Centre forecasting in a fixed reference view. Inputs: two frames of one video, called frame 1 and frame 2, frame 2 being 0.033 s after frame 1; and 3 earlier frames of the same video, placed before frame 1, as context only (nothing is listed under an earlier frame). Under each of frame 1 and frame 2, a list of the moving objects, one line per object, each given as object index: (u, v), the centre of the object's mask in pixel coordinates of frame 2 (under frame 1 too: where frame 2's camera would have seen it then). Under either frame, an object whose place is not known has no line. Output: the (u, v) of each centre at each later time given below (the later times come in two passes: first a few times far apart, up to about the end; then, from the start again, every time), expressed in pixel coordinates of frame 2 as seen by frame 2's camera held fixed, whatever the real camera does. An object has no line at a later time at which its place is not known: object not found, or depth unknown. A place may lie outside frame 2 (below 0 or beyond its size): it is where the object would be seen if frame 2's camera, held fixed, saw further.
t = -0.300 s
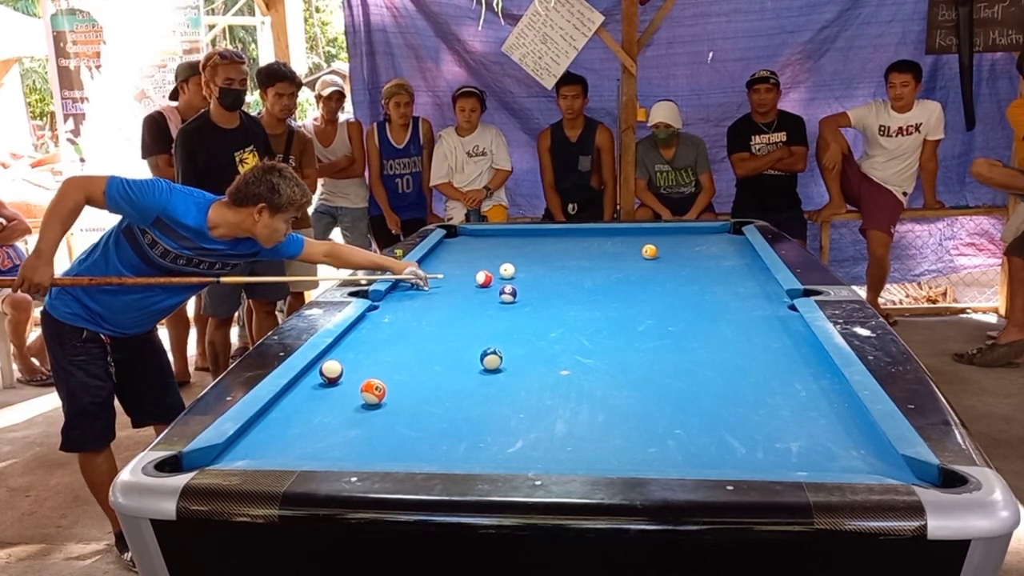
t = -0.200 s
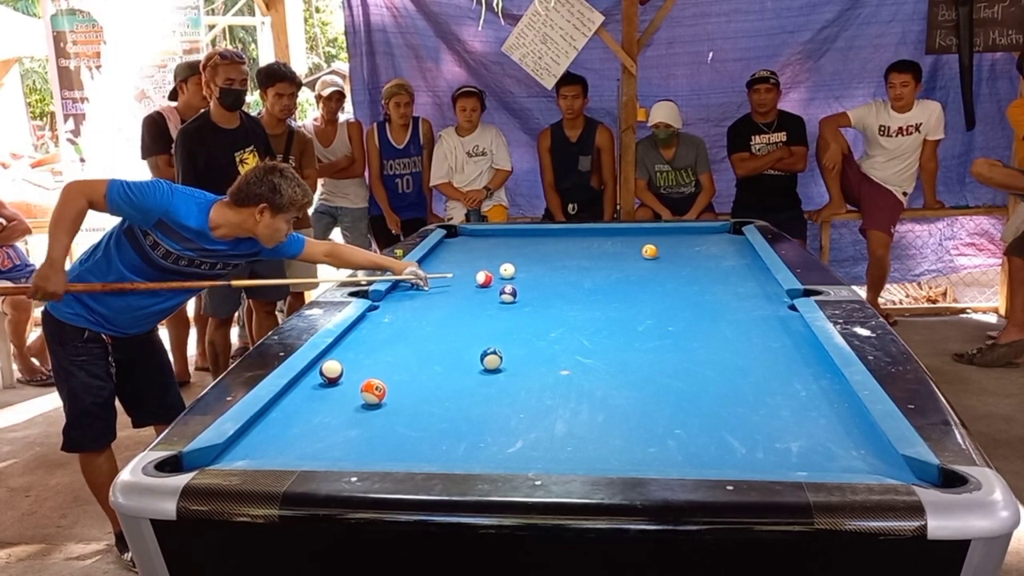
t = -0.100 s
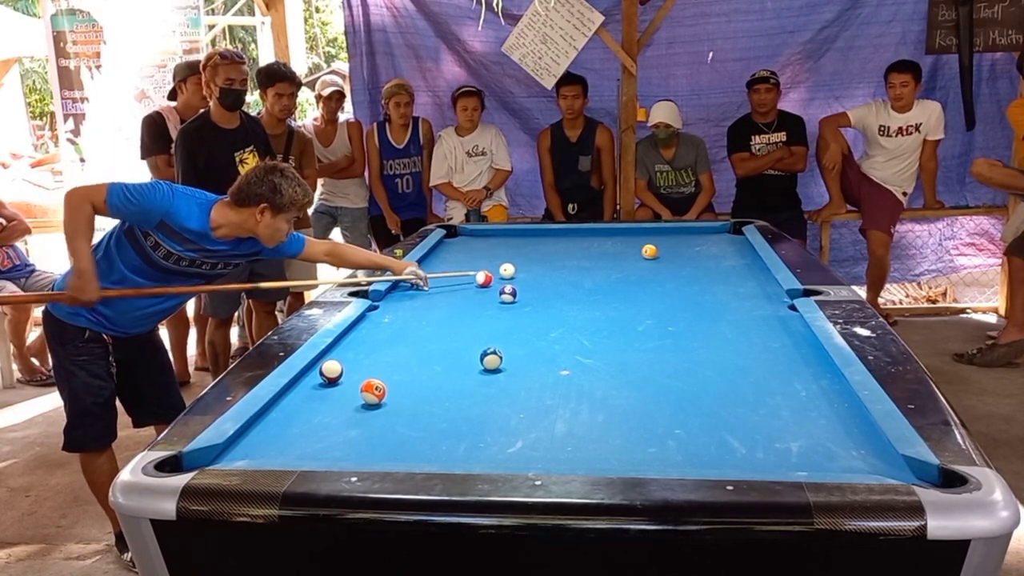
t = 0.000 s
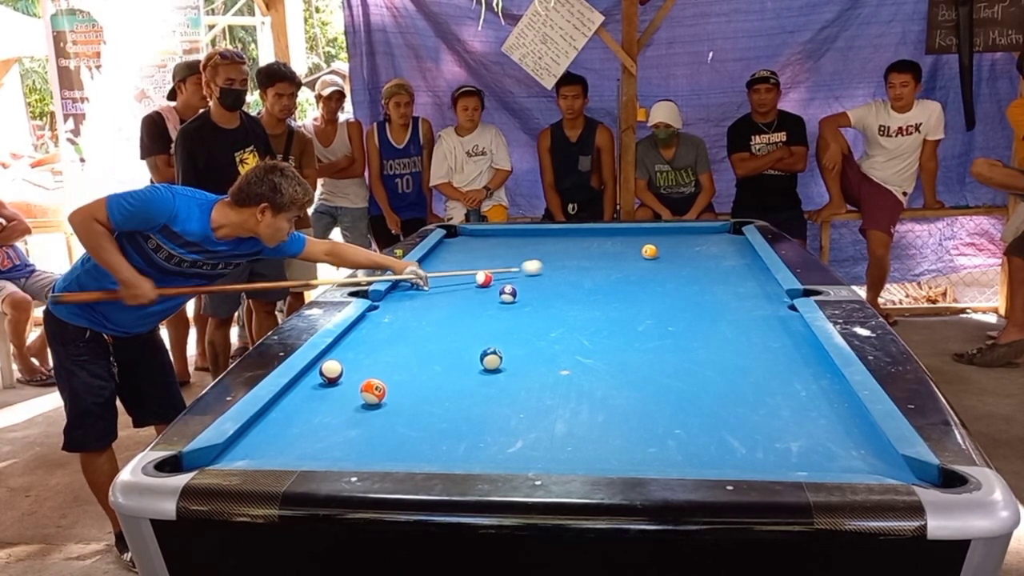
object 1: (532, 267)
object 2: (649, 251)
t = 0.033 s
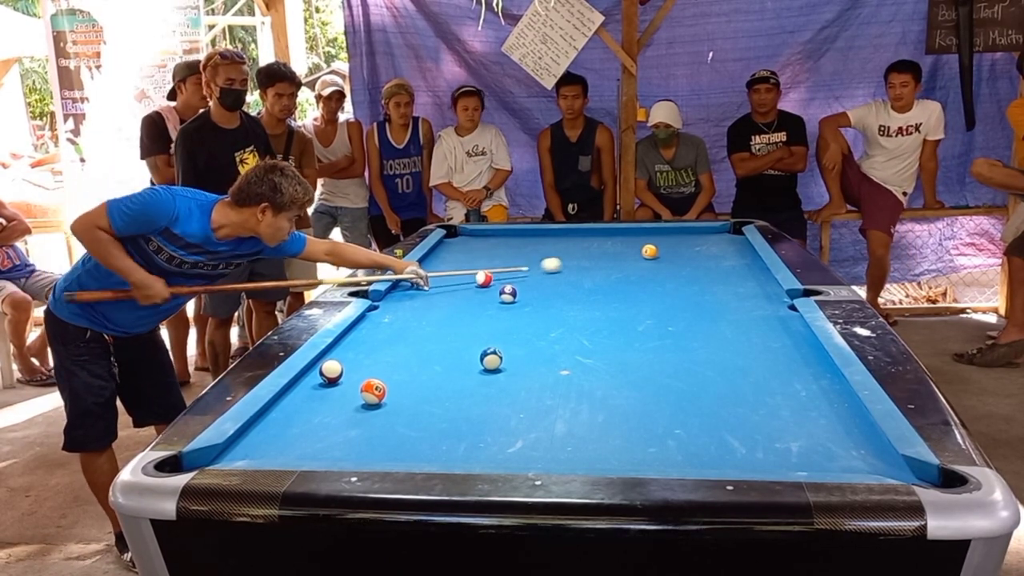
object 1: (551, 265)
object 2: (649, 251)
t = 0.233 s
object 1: (643, 254)
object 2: (655, 249)
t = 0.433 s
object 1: (685, 256)
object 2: (694, 239)
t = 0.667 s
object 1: (740, 257)
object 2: (728, 229)
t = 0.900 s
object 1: (732, 261)
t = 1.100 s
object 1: (712, 265)
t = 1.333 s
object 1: (687, 270)
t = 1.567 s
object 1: (663, 275)
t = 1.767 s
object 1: (642, 279)
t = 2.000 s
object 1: (619, 284)
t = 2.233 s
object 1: (595, 289)
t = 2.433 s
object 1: (575, 293)
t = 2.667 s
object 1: (552, 298)
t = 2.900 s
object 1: (530, 302)
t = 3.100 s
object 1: (512, 306)
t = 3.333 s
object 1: (490, 310)
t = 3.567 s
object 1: (470, 315)
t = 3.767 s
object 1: (453, 318)
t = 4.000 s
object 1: (434, 322)
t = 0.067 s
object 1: (569, 263)
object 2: (650, 251)
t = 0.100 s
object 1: (587, 260)
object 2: (650, 251)
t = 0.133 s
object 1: (603, 258)
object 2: (649, 251)
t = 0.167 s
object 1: (619, 256)
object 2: (650, 251)
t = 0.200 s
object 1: (633, 255)
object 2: (649, 251)
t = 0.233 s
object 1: (643, 254)
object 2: (655, 249)
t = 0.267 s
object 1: (649, 255)
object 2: (662, 248)
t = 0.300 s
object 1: (656, 256)
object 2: (669, 246)
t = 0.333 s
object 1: (663, 256)
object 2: (676, 244)
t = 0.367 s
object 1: (670, 256)
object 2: (683, 242)
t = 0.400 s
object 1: (678, 256)
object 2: (689, 240)
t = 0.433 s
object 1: (685, 256)
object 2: (694, 239)
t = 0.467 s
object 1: (693, 257)
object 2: (699, 237)
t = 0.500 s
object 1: (701, 257)
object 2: (704, 236)
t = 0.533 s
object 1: (709, 257)
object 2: (709, 234)
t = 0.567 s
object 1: (717, 257)
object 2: (714, 233)
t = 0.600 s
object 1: (725, 257)
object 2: (719, 232)
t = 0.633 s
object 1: (733, 257)
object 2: (723, 230)
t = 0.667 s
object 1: (740, 257)
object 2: (728, 229)
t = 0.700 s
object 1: (748, 257)
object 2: (732, 227)
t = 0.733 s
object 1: (751, 258)
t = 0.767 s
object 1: (747, 258)
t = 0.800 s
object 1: (743, 259)
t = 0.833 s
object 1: (740, 260)
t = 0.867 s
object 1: (736, 261)
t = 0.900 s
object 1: (732, 261)
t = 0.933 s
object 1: (729, 262)
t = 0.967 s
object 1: (726, 263)
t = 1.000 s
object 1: (722, 263)
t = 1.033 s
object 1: (719, 264)
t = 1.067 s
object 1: (715, 265)
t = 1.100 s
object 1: (712, 265)
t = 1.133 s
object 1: (708, 266)
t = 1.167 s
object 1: (704, 267)
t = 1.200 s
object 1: (701, 268)
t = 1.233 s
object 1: (698, 268)
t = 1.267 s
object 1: (694, 269)
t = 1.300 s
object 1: (691, 270)
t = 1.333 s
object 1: (687, 270)
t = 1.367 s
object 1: (684, 271)
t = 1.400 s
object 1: (680, 272)
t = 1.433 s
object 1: (677, 273)
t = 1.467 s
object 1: (673, 273)
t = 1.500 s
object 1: (669, 274)
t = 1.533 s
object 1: (666, 275)
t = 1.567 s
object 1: (663, 275)
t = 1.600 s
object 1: (659, 276)
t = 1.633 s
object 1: (656, 277)
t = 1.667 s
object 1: (653, 277)
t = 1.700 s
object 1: (649, 278)
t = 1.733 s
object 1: (646, 278)
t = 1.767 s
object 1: (642, 279)
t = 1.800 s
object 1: (639, 280)
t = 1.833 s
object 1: (636, 281)
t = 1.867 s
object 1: (632, 281)
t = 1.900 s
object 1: (629, 282)
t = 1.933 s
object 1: (625, 283)
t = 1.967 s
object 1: (622, 283)
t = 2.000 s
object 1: (619, 284)
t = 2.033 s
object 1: (615, 285)
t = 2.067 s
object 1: (612, 285)
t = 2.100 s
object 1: (608, 286)
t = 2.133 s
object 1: (605, 287)
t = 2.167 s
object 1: (602, 287)
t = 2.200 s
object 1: (598, 288)
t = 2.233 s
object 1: (595, 289)
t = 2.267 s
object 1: (592, 290)
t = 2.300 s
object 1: (589, 291)
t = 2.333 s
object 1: (585, 291)
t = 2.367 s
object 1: (582, 292)
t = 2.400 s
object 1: (579, 292)
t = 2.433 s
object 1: (575, 293)
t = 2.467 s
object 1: (572, 294)
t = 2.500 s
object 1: (569, 294)
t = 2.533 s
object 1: (566, 295)
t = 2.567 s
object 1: (562, 296)
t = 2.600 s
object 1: (559, 296)
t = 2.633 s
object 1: (556, 297)
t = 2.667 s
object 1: (552, 298)
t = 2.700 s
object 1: (549, 298)
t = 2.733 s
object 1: (546, 299)
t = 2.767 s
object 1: (543, 300)
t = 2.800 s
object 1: (540, 300)
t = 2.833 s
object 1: (537, 301)
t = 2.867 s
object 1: (533, 301)
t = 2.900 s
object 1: (530, 302)
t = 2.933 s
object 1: (527, 303)
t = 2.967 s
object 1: (524, 303)
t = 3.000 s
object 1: (521, 304)
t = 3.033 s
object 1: (518, 305)
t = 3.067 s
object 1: (515, 305)
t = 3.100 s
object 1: (512, 306)
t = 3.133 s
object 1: (508, 307)
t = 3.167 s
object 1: (505, 307)
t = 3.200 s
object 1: (502, 308)
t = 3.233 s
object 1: (499, 309)
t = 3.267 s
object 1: (496, 309)
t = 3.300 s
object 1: (493, 310)
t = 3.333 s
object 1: (490, 310)
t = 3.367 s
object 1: (487, 311)
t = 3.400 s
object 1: (484, 312)
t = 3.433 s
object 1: (481, 312)
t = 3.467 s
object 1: (478, 313)
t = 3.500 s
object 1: (476, 313)
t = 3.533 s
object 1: (473, 314)
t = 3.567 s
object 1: (470, 315)
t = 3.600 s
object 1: (467, 315)
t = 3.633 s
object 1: (464, 316)
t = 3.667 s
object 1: (461, 316)
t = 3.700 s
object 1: (459, 317)
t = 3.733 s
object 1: (456, 318)
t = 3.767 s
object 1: (453, 318)
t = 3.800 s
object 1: (450, 319)
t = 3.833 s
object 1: (447, 319)
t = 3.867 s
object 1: (445, 320)
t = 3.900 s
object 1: (442, 320)
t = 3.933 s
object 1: (439, 321)
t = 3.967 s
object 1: (437, 322)
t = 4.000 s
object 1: (434, 322)
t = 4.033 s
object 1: (431, 323)
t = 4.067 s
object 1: (429, 323)
